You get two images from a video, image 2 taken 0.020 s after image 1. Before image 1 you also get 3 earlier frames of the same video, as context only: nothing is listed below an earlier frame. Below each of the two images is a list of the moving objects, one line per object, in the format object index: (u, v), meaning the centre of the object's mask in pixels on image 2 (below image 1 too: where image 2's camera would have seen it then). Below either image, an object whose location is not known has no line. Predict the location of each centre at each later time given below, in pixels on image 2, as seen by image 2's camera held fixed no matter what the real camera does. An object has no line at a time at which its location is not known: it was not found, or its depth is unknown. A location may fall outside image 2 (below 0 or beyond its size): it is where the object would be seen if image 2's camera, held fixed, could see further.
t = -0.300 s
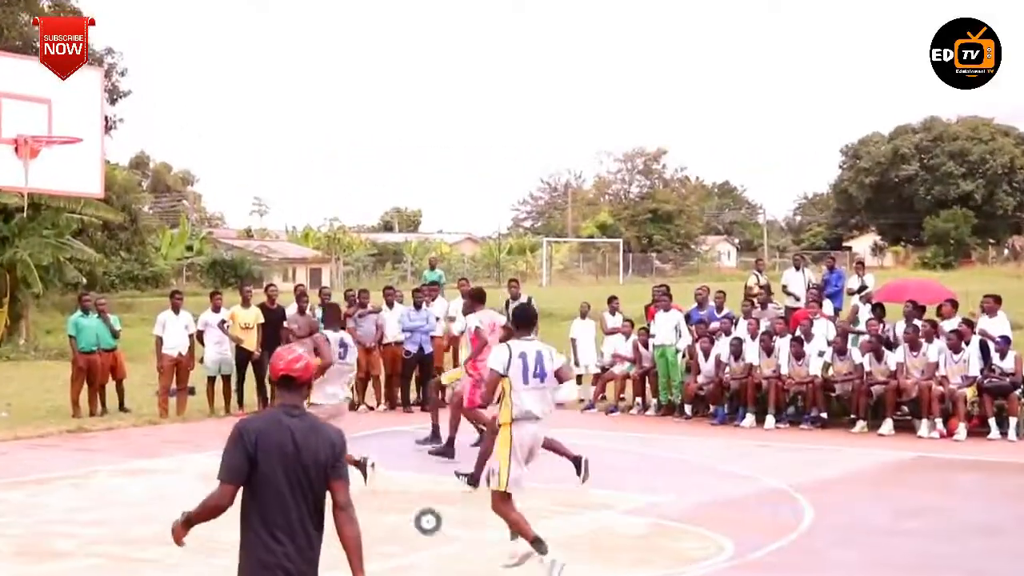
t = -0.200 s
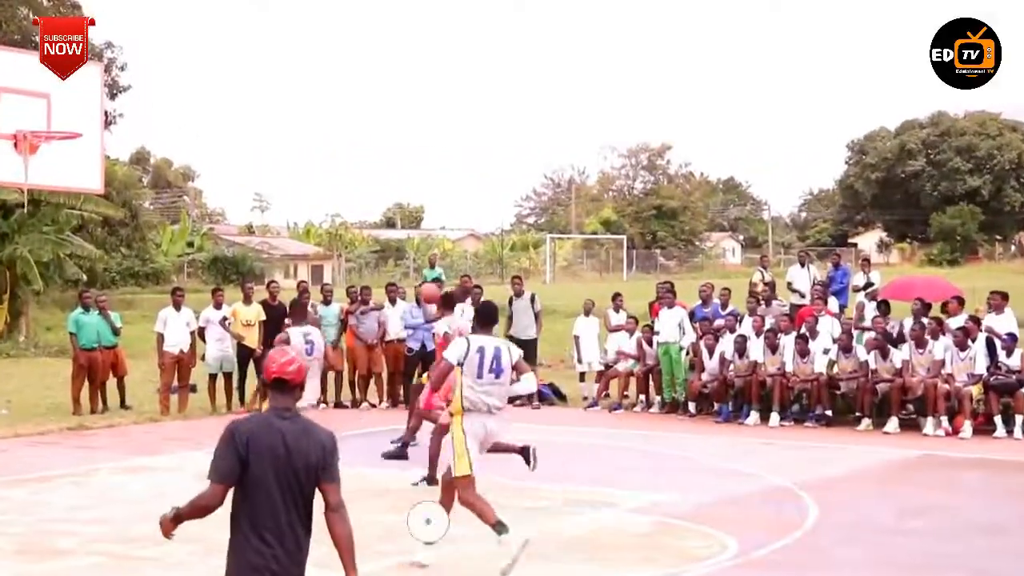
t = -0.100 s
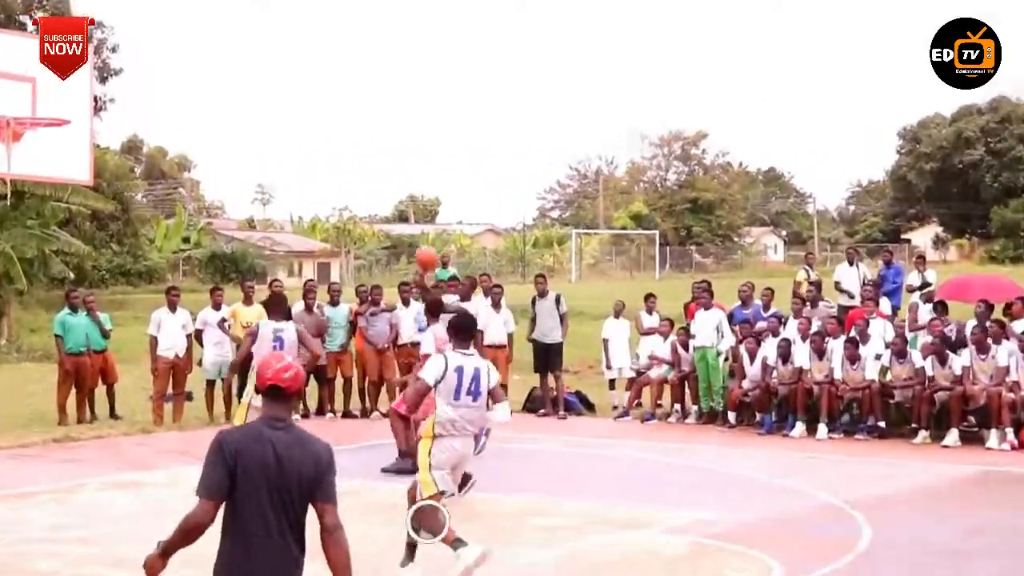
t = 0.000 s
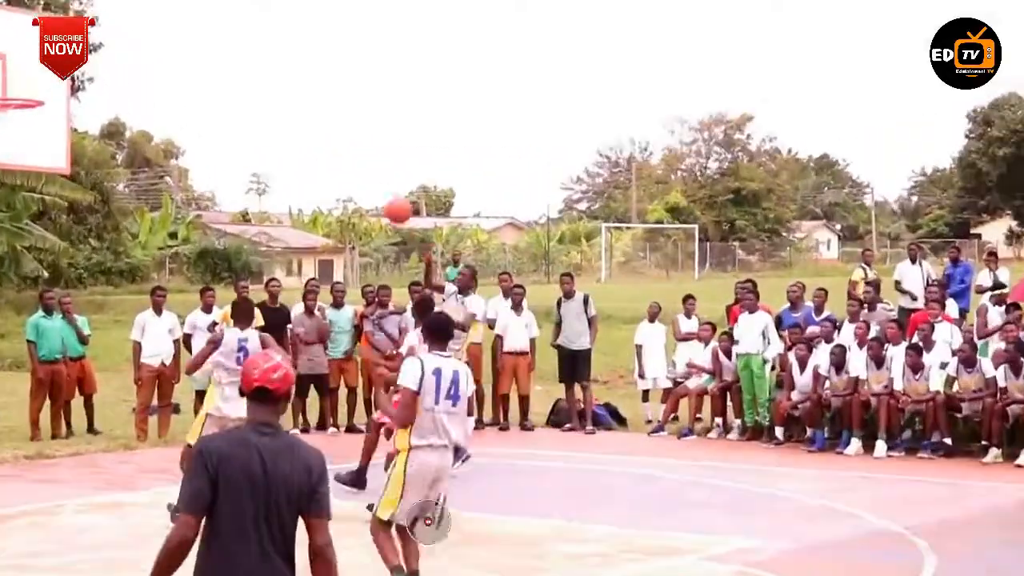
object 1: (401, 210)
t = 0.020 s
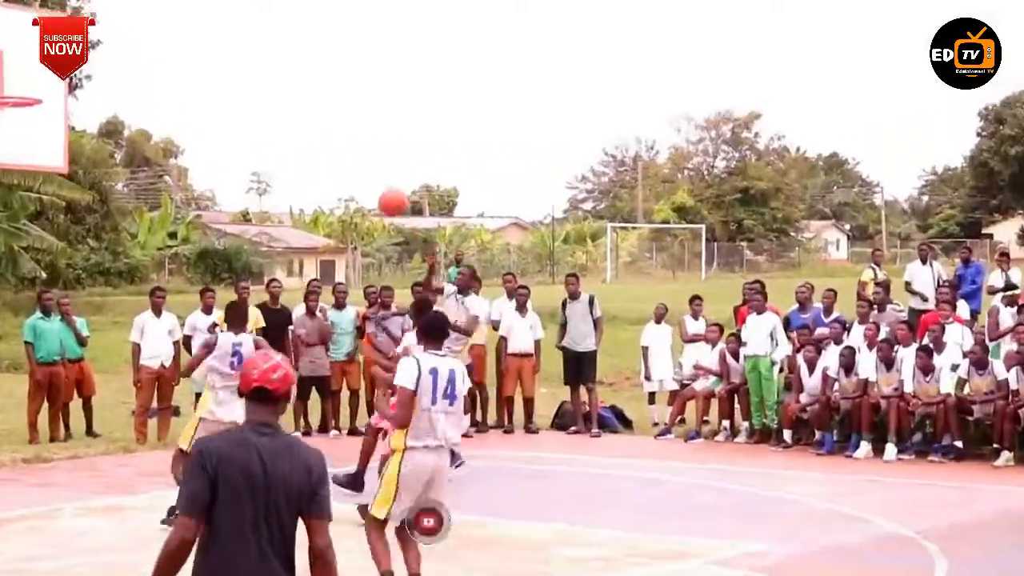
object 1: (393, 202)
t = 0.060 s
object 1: (373, 187)
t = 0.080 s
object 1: (363, 180)
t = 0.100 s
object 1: (354, 173)
